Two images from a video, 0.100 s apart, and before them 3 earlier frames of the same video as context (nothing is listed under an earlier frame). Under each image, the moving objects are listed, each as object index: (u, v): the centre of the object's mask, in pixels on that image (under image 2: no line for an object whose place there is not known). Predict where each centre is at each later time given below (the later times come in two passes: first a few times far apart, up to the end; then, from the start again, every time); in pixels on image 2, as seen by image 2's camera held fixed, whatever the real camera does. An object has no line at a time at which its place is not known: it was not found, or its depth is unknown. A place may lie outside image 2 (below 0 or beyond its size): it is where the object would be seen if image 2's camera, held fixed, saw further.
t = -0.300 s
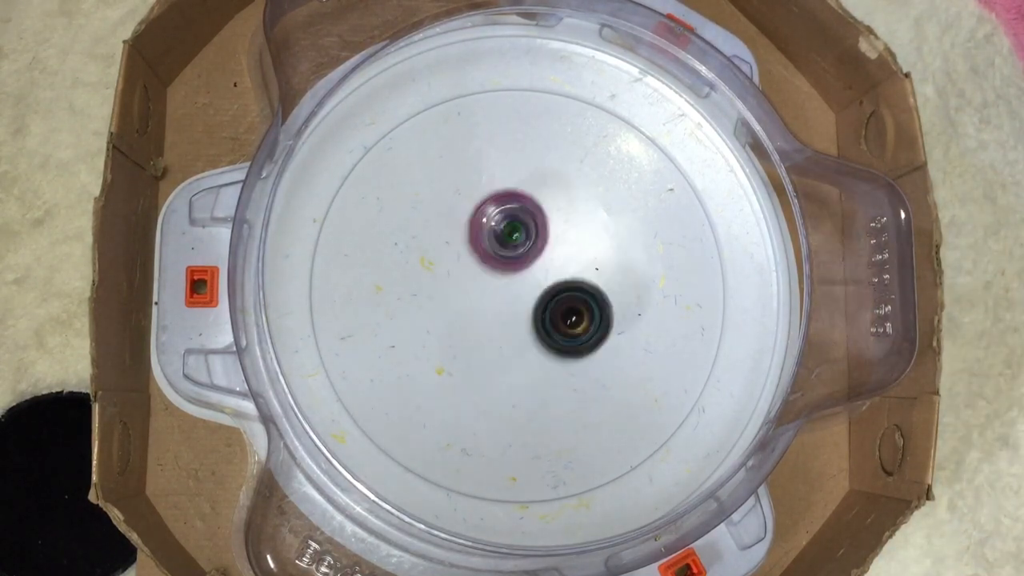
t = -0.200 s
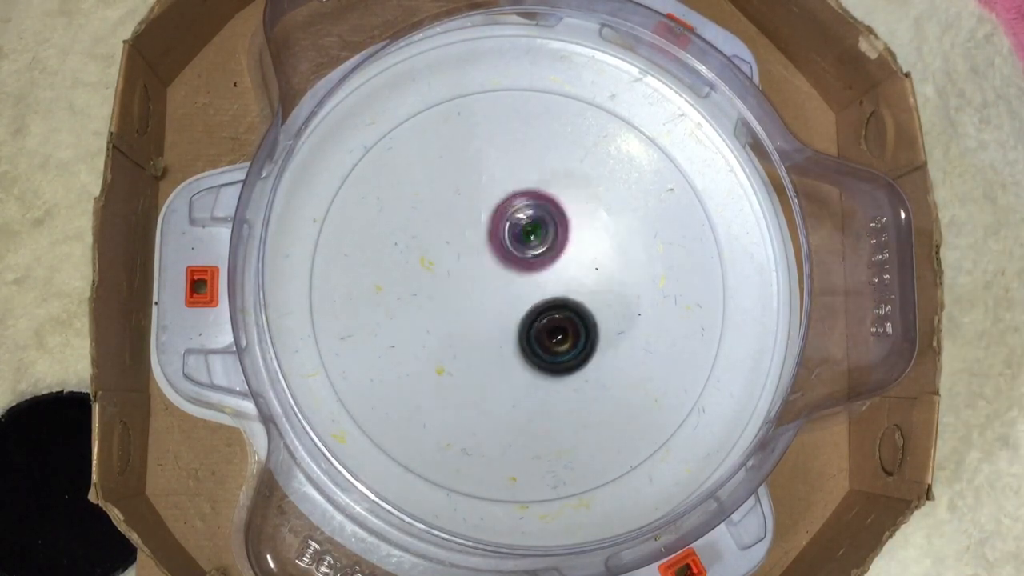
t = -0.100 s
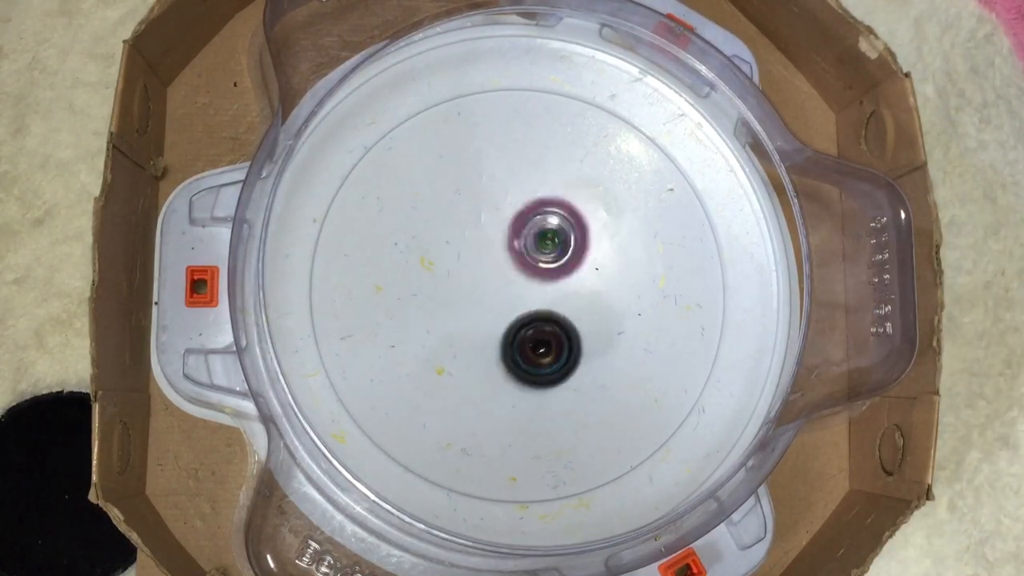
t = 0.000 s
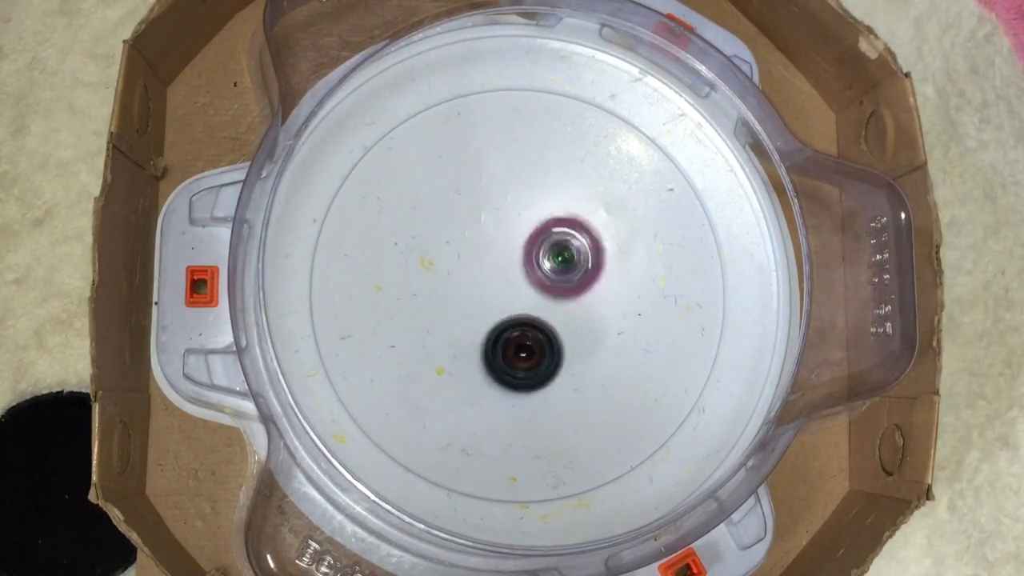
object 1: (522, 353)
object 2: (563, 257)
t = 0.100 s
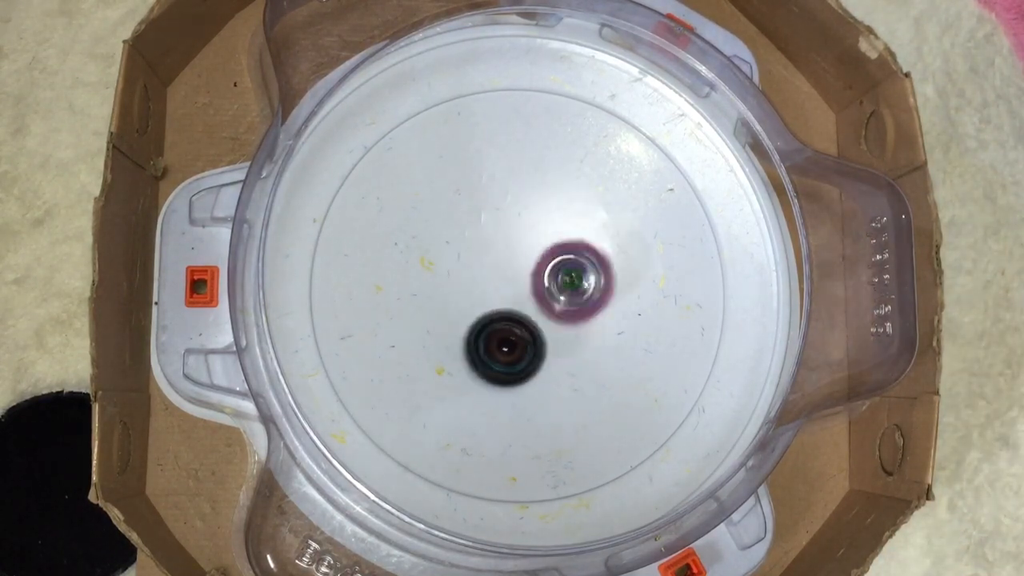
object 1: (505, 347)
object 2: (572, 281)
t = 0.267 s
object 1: (482, 322)
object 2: (566, 322)
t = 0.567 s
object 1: (476, 251)
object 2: (523, 337)
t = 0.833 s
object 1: (519, 203)
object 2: (497, 293)
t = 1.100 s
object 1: (581, 207)
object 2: (514, 274)
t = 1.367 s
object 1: (607, 267)
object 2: (526, 293)
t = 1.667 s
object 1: (582, 347)
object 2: (478, 295)
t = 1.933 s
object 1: (509, 338)
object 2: (455, 238)
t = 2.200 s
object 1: (463, 279)
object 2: (526, 226)
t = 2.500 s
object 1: (501, 225)
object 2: (551, 301)
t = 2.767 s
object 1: (561, 239)
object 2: (490, 327)
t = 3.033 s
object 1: (582, 302)
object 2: (469, 266)
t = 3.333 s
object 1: (531, 345)
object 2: (535, 248)
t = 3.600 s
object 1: (477, 315)
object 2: (557, 306)
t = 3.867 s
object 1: (473, 244)
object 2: (502, 330)
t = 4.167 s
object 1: (533, 212)
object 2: (484, 277)
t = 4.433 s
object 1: (581, 263)
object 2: (502, 286)
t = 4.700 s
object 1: (630, 366)
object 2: (480, 292)
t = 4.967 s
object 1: (549, 365)
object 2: (495, 304)
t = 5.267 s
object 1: (481, 347)
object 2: (511, 253)
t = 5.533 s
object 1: (488, 292)
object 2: (540, 242)
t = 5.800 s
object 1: (501, 305)
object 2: (558, 237)
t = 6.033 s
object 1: (500, 313)
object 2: (531, 243)
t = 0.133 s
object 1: (500, 343)
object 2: (574, 290)
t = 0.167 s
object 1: (494, 339)
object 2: (573, 298)
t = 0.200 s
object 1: (489, 334)
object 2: (572, 307)
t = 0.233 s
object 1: (486, 328)
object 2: (571, 314)
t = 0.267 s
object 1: (482, 322)
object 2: (566, 322)
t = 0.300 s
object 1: (480, 315)
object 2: (563, 327)
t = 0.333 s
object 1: (478, 308)
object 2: (557, 331)
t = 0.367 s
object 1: (476, 300)
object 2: (551, 335)
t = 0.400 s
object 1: (476, 293)
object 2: (544, 338)
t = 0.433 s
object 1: (474, 283)
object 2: (540, 341)
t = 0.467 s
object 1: (473, 274)
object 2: (537, 342)
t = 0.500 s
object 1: (473, 266)
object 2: (533, 342)
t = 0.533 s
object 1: (474, 258)
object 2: (528, 339)
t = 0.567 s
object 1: (476, 251)
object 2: (523, 337)
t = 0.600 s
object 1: (478, 244)
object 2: (519, 332)
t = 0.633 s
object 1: (482, 238)
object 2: (514, 327)
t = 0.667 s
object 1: (486, 232)
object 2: (510, 320)
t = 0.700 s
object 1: (491, 227)
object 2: (505, 313)
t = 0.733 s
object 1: (497, 222)
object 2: (502, 306)
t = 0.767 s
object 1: (504, 216)
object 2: (499, 300)
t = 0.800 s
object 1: (511, 208)
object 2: (497, 297)
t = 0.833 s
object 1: (519, 203)
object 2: (497, 293)
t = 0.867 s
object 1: (526, 199)
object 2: (497, 289)
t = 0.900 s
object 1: (533, 198)
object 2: (498, 285)
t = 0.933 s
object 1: (540, 198)
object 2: (502, 281)
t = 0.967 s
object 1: (547, 199)
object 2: (505, 277)
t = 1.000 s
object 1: (554, 201)
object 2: (509, 272)
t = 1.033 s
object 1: (564, 202)
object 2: (511, 272)
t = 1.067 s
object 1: (573, 204)
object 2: (513, 273)
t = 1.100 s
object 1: (581, 207)
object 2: (514, 274)
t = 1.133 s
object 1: (587, 212)
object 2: (516, 275)
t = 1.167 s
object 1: (593, 218)
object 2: (518, 277)
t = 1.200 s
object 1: (598, 225)
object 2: (520, 278)
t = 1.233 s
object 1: (602, 233)
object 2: (522, 282)
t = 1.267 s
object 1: (604, 241)
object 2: (523, 284)
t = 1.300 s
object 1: (606, 250)
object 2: (525, 287)
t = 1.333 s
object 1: (607, 259)
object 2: (525, 290)
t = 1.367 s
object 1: (607, 267)
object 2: (526, 293)
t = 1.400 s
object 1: (607, 276)
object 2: (524, 295)
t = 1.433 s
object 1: (607, 286)
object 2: (521, 299)
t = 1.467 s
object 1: (605, 294)
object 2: (517, 302)
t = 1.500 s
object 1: (601, 302)
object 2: (514, 306)
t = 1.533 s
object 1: (595, 310)
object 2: (510, 308)
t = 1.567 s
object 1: (589, 318)
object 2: (507, 308)
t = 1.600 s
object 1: (587, 329)
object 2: (496, 303)
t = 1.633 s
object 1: (585, 339)
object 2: (486, 299)
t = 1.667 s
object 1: (582, 347)
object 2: (478, 295)
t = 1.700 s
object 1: (576, 351)
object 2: (471, 290)
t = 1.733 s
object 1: (567, 354)
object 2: (464, 283)
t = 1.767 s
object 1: (558, 354)
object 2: (459, 276)
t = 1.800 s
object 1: (548, 353)
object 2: (455, 268)
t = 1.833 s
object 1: (538, 351)
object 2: (453, 259)
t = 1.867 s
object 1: (528, 348)
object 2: (452, 251)
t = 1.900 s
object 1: (518, 343)
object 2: (452, 243)
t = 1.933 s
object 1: (509, 338)
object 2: (455, 238)
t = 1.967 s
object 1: (500, 331)
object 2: (460, 232)
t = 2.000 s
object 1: (492, 324)
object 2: (467, 228)
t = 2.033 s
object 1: (486, 316)
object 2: (474, 224)
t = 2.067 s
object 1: (480, 307)
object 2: (484, 222)
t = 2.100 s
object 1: (475, 299)
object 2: (492, 222)
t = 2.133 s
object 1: (470, 291)
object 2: (504, 220)
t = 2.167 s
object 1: (465, 286)
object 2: (516, 222)
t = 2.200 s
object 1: (463, 279)
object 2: (526, 226)
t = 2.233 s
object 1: (463, 271)
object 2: (534, 231)
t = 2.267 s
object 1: (463, 264)
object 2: (541, 236)
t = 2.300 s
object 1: (465, 256)
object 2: (547, 243)
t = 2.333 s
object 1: (469, 249)
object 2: (552, 251)
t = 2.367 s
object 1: (473, 243)
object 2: (555, 261)
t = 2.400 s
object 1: (479, 237)
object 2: (557, 270)
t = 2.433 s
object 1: (486, 232)
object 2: (557, 281)
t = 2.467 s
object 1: (493, 228)
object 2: (555, 292)
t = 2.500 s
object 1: (501, 225)
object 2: (551, 301)
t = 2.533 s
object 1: (510, 222)
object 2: (546, 309)
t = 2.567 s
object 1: (517, 221)
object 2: (539, 317)
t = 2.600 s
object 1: (525, 221)
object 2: (530, 322)
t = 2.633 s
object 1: (533, 222)
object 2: (524, 327)
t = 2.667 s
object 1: (541, 224)
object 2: (515, 330)
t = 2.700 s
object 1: (548, 227)
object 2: (506, 330)
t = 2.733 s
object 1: (555, 233)
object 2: (498, 329)
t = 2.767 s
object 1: (561, 239)
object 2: (490, 327)
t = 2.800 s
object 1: (568, 246)
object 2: (483, 322)
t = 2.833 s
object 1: (573, 253)
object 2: (476, 316)
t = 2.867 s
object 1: (577, 261)
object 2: (470, 308)
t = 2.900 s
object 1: (580, 269)
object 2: (467, 300)
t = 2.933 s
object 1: (583, 277)
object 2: (465, 292)
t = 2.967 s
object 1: (584, 285)
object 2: (464, 283)
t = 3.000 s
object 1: (584, 294)
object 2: (466, 274)
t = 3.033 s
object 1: (582, 302)
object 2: (469, 266)
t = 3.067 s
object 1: (580, 310)
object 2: (474, 258)
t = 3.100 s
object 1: (577, 318)
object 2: (480, 252)
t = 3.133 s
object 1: (572, 324)
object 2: (487, 246)
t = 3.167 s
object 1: (566, 330)
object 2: (495, 242)
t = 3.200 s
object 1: (560, 335)
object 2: (503, 241)
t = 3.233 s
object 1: (553, 339)
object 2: (511, 240)
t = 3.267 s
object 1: (546, 342)
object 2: (519, 241)
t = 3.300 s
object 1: (538, 344)
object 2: (527, 244)
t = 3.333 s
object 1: (531, 345)
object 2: (535, 248)
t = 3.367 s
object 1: (524, 344)
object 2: (542, 254)
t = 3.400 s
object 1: (516, 343)
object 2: (548, 261)
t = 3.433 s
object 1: (509, 340)
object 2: (552, 269)
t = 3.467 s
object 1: (503, 337)
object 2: (555, 276)
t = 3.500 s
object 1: (497, 332)
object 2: (556, 284)
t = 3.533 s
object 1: (490, 327)
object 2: (558, 291)
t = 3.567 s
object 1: (483, 322)
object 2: (559, 299)
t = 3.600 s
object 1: (477, 315)
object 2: (557, 306)
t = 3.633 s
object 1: (472, 307)
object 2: (555, 312)
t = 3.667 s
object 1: (469, 300)
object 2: (550, 318)
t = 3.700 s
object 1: (467, 291)
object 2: (542, 323)
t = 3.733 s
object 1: (466, 282)
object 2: (534, 327)
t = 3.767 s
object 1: (466, 272)
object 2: (526, 330)
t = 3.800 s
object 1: (467, 263)
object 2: (519, 331)
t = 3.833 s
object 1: (470, 253)
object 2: (510, 331)
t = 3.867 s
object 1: (473, 244)
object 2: (502, 330)
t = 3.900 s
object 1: (477, 236)
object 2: (495, 326)
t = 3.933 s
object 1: (483, 229)
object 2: (488, 322)
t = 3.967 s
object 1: (489, 222)
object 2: (484, 316)
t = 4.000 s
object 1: (496, 218)
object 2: (480, 309)
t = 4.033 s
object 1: (503, 214)
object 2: (478, 303)
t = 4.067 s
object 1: (510, 211)
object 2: (478, 296)
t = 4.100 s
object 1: (517, 211)
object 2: (479, 290)
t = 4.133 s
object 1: (525, 211)
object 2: (482, 283)
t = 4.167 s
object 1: (533, 212)
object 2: (484, 277)
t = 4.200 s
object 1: (543, 212)
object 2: (484, 275)
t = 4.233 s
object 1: (552, 214)
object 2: (485, 273)
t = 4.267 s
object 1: (560, 219)
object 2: (488, 274)
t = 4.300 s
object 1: (566, 225)
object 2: (490, 278)
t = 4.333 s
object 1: (570, 232)
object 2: (491, 282)
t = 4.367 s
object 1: (575, 241)
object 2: (495, 282)
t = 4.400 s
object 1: (579, 251)
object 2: (500, 284)
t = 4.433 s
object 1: (581, 263)
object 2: (502, 286)
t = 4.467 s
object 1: (583, 275)
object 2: (506, 289)
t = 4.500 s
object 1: (594, 289)
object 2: (499, 291)
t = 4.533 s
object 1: (611, 306)
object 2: (489, 290)
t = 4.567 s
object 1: (621, 320)
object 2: (484, 289)
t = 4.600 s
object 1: (629, 333)
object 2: (482, 288)
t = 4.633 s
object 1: (634, 346)
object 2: (481, 289)
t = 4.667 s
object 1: (633, 357)
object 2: (480, 290)
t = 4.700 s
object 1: (630, 366)
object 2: (480, 292)
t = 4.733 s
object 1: (626, 371)
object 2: (480, 293)
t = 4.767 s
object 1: (619, 374)
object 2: (480, 294)
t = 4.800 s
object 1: (611, 376)
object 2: (482, 295)
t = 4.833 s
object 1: (600, 377)
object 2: (483, 296)
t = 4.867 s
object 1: (589, 376)
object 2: (486, 297)
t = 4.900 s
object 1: (576, 374)
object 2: (489, 299)
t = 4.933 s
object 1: (563, 370)
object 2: (492, 301)
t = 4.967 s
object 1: (549, 365)
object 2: (495, 304)
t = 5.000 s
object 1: (538, 373)
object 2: (494, 295)
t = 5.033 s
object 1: (525, 382)
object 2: (493, 282)
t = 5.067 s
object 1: (516, 389)
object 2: (495, 270)
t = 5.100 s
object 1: (506, 391)
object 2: (499, 263)
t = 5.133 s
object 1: (498, 387)
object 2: (503, 259)
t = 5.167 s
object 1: (492, 382)
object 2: (505, 256)
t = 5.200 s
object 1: (486, 372)
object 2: (508, 254)
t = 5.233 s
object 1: (483, 360)
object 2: (509, 254)
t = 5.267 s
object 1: (481, 347)
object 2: (511, 253)
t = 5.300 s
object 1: (481, 334)
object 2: (513, 252)
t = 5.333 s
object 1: (481, 320)
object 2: (515, 251)
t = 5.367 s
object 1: (481, 310)
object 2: (518, 246)
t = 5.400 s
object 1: (484, 302)
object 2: (521, 243)
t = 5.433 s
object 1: (485, 298)
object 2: (525, 241)
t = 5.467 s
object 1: (486, 294)
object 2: (530, 240)
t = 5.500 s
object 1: (488, 292)
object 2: (535, 241)
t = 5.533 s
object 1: (488, 292)
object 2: (540, 242)
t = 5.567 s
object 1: (489, 291)
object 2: (545, 242)
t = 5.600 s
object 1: (491, 291)
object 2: (549, 242)
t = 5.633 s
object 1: (494, 293)
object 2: (552, 241)
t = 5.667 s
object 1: (495, 296)
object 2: (555, 239)
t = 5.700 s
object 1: (497, 297)
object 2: (557, 237)
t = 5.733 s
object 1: (499, 300)
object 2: (559, 236)
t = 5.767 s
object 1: (500, 302)
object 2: (559, 235)
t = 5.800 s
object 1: (501, 305)
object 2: (558, 237)
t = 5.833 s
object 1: (502, 307)
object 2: (556, 239)
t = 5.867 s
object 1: (501, 308)
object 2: (553, 241)
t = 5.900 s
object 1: (501, 310)
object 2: (550, 243)
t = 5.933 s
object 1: (500, 311)
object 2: (546, 244)
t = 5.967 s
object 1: (501, 312)
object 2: (541, 245)
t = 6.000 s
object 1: (500, 313)
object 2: (535, 245)
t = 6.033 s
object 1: (500, 313)
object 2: (531, 243)
